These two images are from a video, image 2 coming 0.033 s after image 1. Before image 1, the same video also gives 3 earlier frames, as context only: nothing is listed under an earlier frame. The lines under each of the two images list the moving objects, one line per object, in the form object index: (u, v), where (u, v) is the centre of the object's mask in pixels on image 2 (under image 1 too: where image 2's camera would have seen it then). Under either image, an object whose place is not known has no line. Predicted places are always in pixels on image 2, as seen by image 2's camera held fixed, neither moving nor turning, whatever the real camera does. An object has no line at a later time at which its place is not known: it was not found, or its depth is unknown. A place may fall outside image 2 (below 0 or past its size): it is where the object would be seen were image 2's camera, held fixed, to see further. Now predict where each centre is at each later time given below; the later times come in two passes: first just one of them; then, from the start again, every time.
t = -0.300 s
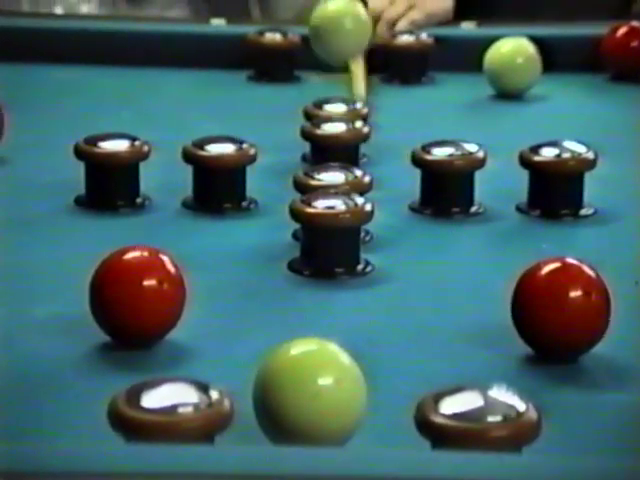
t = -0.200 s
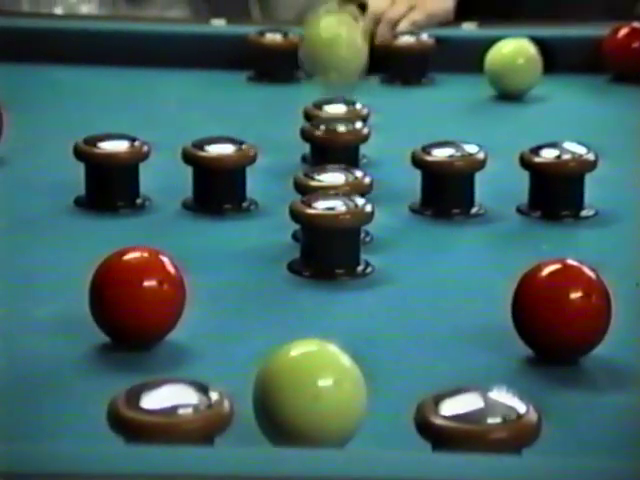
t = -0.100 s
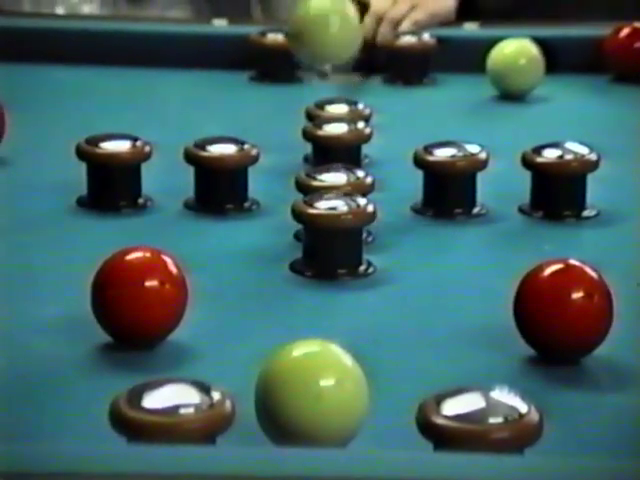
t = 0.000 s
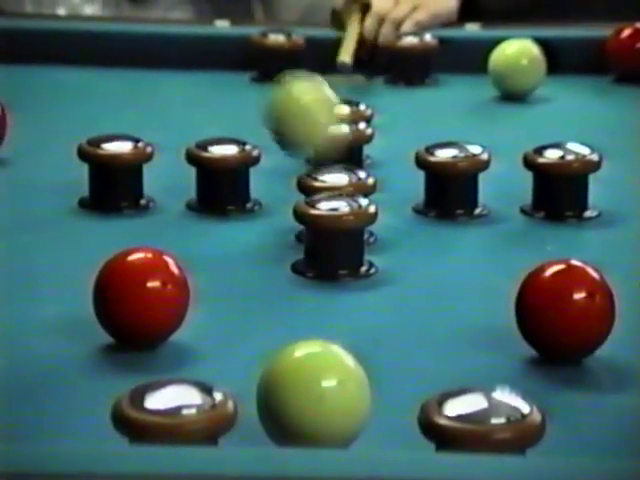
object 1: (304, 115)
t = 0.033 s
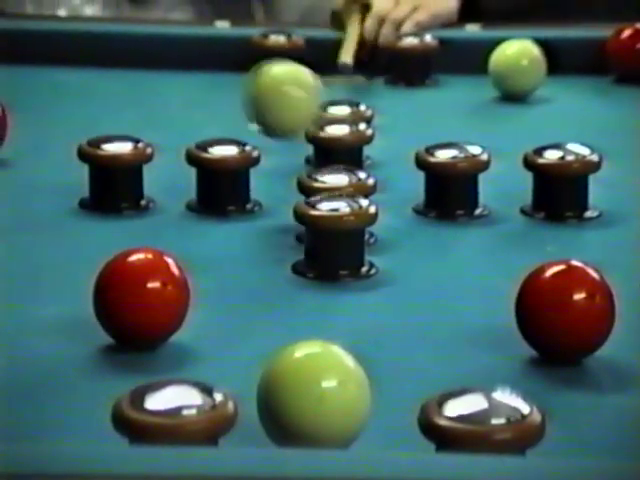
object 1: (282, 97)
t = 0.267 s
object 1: (167, 106)
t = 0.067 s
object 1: (262, 95)
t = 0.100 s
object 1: (240, 97)
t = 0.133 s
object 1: (228, 87)
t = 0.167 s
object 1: (215, 89)
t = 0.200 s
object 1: (199, 95)
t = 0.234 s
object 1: (181, 99)
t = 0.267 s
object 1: (167, 106)
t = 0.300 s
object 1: (168, 101)
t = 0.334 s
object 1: (168, 108)
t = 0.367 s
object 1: (169, 122)
